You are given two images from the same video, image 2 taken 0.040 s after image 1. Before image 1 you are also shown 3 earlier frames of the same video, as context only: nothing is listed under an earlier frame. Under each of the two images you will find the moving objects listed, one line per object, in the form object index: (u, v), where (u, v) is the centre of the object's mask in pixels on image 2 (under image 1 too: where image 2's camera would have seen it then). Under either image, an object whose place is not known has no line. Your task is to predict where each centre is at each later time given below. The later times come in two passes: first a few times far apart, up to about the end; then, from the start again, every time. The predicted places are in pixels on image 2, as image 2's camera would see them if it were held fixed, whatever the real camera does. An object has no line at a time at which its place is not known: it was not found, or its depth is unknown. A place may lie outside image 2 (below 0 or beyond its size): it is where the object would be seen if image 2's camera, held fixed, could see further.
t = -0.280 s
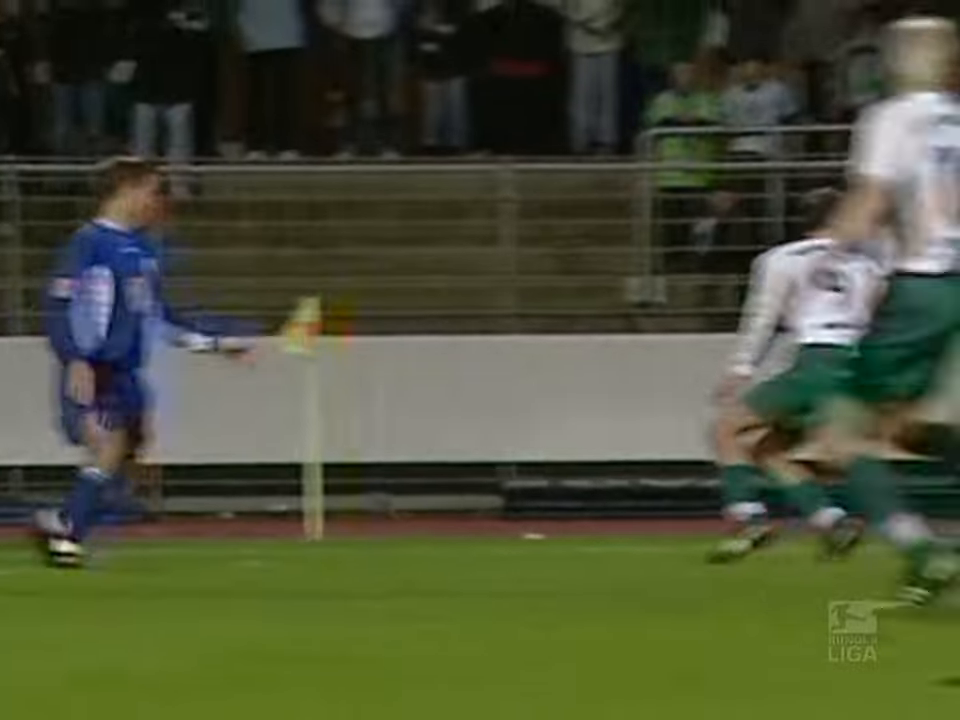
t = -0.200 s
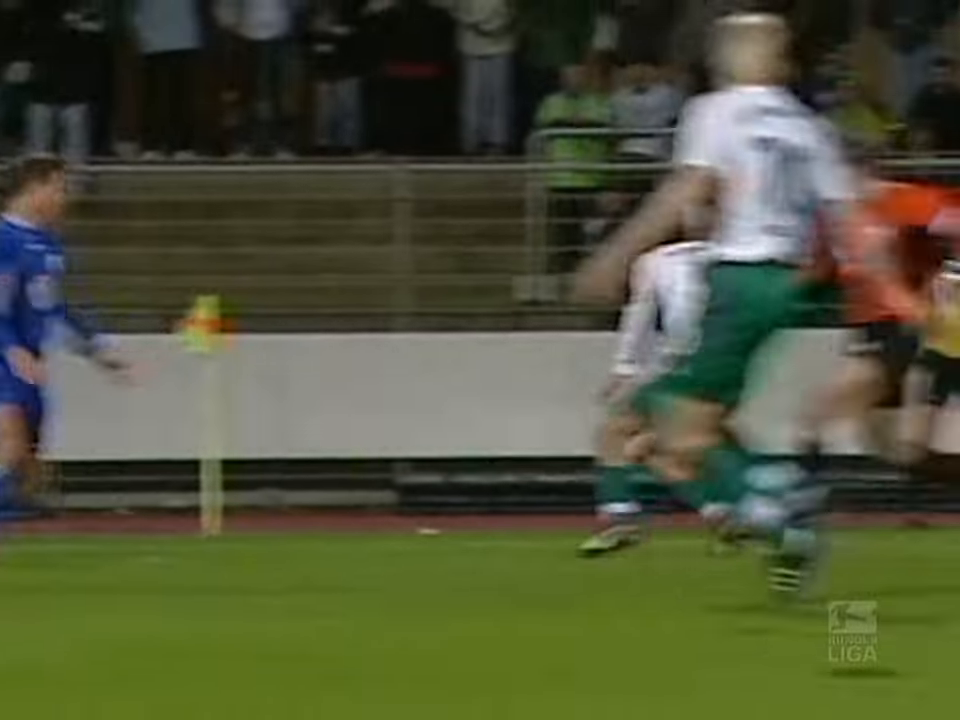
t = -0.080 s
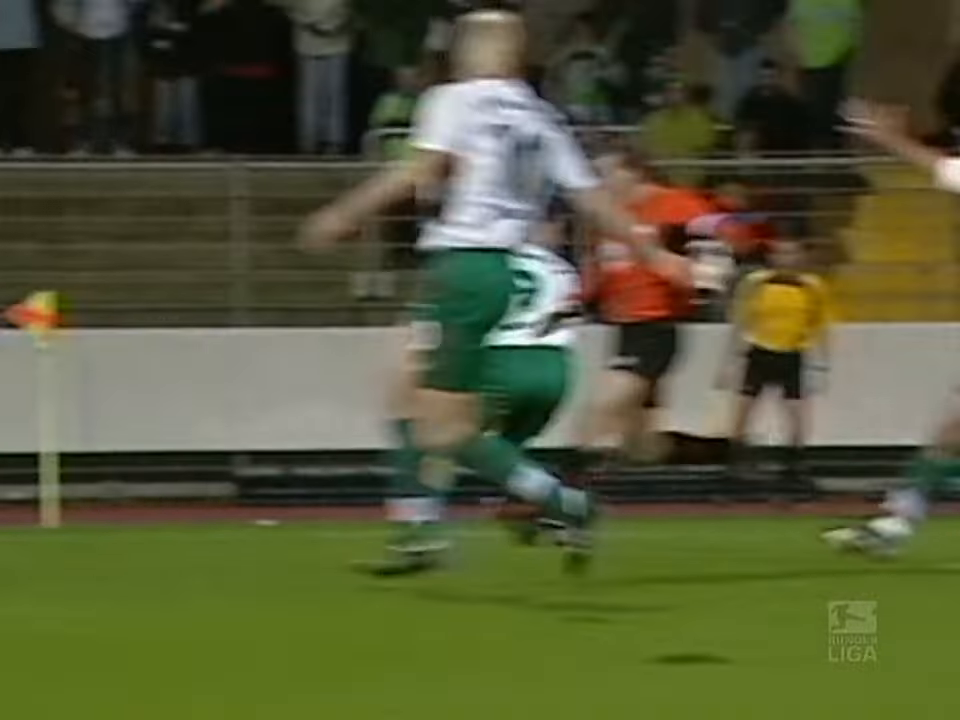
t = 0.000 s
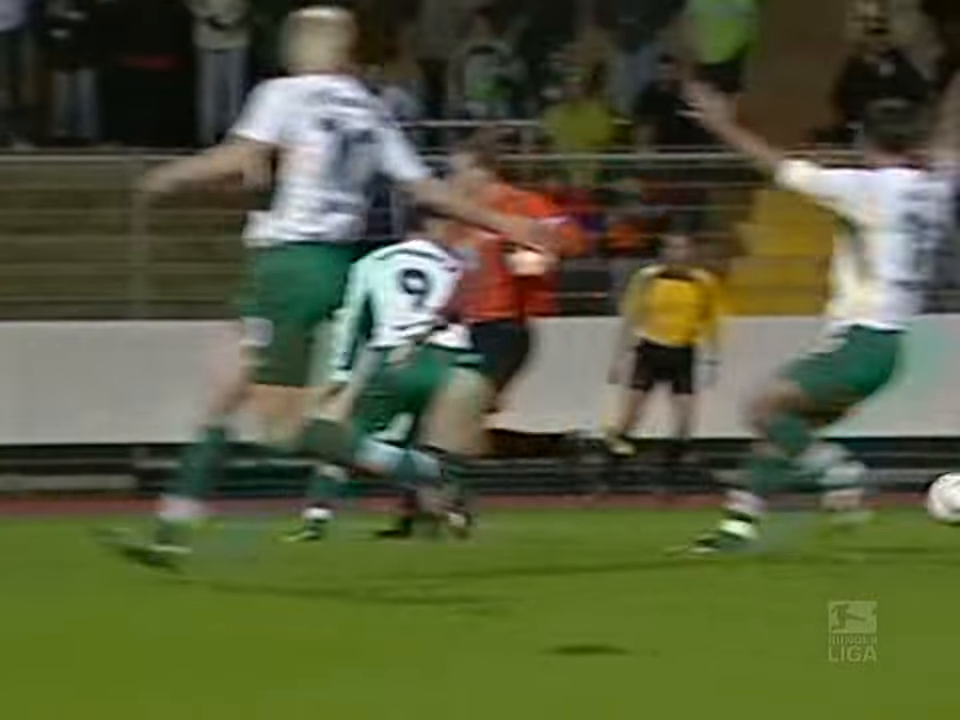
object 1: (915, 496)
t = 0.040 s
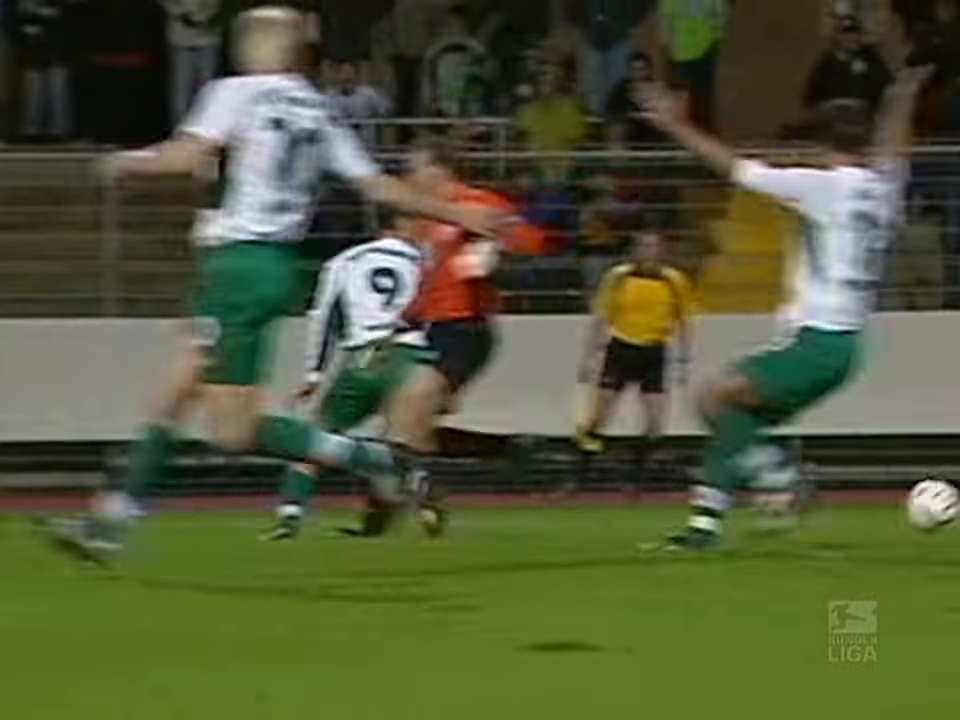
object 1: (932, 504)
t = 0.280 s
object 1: (942, 491)
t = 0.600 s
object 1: (948, 494)
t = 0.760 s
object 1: (951, 511)
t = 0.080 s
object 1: (938, 514)
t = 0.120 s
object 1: (940, 510)
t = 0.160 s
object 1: (940, 503)
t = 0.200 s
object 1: (941, 500)
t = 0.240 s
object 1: (942, 495)
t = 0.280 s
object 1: (942, 491)
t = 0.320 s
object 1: (944, 489)
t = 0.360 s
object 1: (943, 488)
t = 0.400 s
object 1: (944, 487)
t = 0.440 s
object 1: (944, 487)
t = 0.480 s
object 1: (945, 487)
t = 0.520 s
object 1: (947, 488)
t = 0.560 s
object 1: (947, 491)
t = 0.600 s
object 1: (948, 494)
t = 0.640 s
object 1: (949, 497)
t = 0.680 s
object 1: (949, 501)
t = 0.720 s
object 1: (950, 508)
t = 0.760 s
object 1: (951, 511)
